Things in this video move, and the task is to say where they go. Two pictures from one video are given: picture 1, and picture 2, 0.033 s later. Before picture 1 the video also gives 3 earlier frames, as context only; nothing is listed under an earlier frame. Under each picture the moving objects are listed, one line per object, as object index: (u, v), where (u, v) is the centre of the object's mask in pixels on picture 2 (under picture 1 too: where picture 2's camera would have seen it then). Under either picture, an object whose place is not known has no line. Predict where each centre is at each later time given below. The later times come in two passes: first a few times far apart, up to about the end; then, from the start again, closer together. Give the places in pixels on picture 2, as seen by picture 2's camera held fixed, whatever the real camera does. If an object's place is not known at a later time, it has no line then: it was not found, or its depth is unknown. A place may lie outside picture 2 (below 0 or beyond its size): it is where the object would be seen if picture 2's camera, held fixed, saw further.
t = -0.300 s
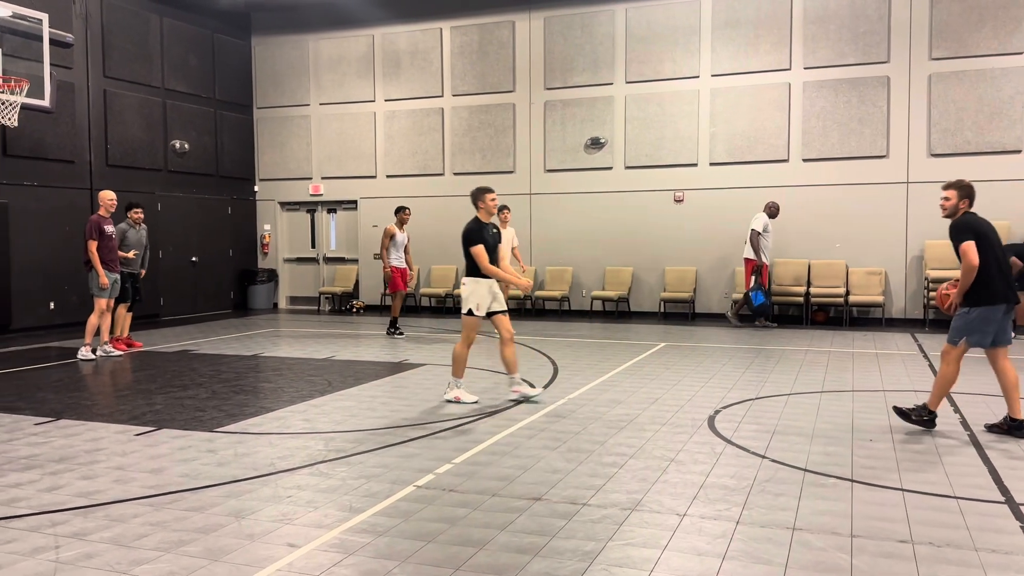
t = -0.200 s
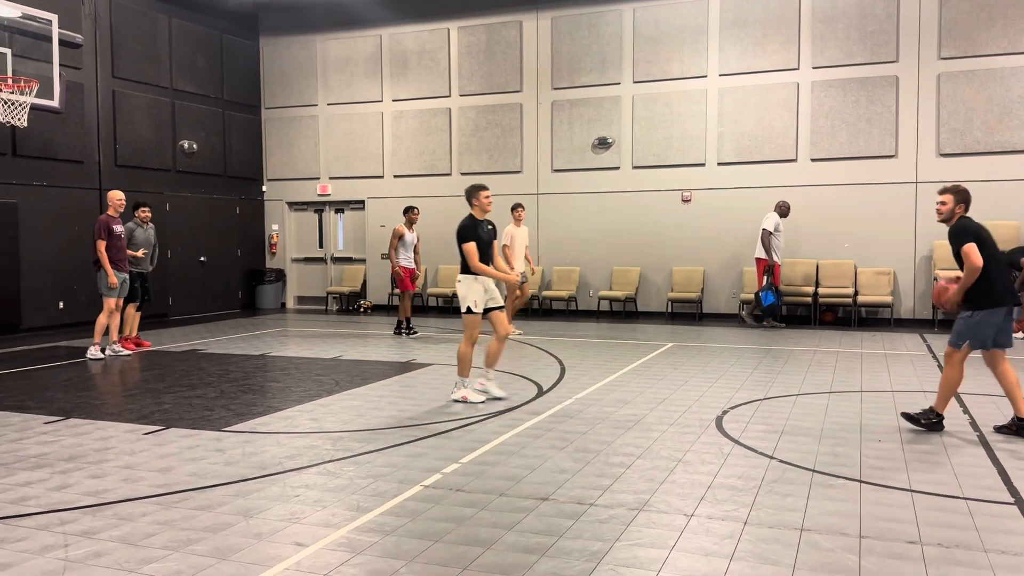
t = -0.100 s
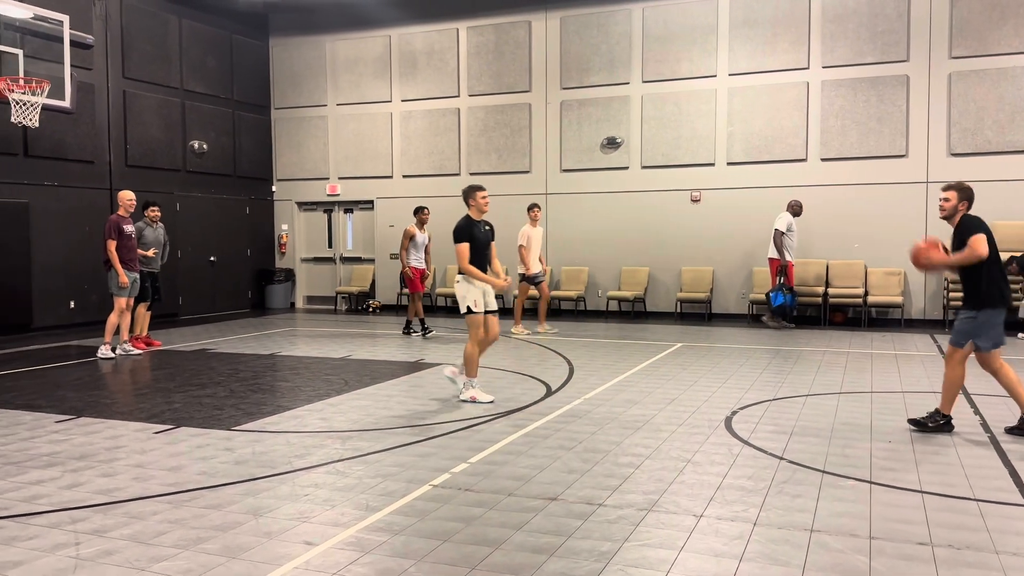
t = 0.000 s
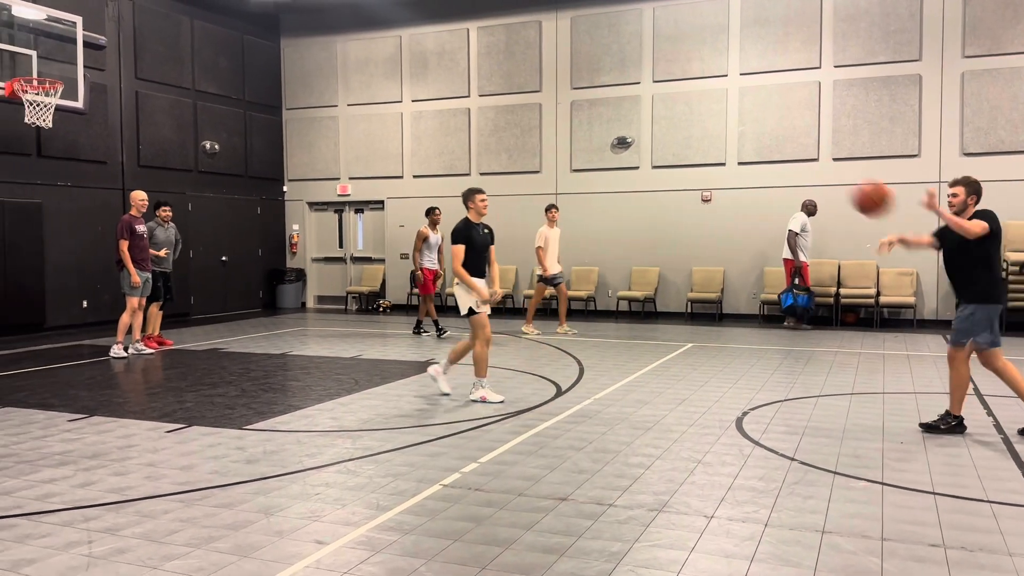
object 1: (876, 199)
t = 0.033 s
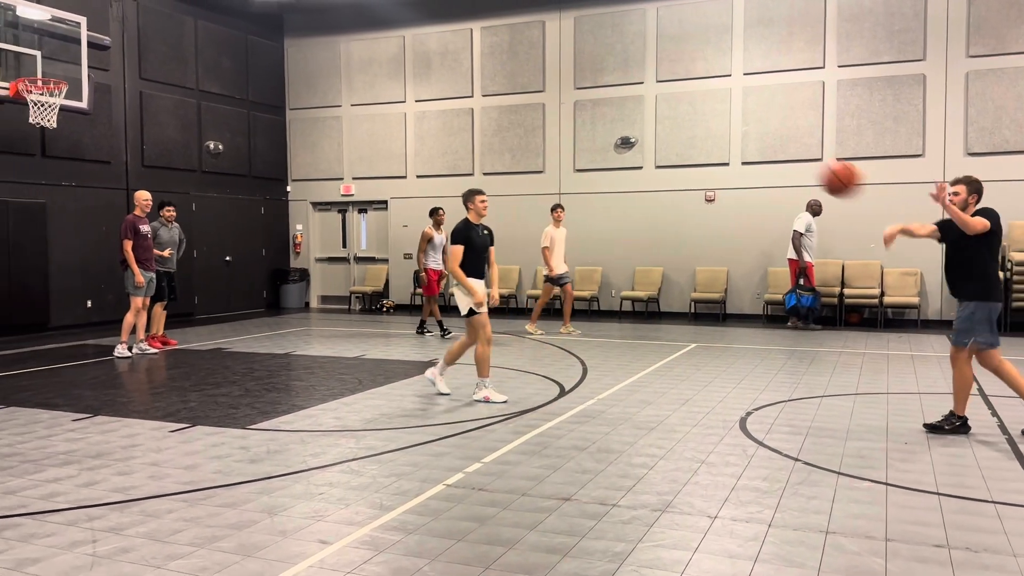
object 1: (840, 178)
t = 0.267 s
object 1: (550, 66)
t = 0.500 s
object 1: (155, 13)
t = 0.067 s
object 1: (804, 159)
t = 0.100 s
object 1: (765, 141)
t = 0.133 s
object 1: (725, 124)
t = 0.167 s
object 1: (684, 108)
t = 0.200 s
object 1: (643, 94)
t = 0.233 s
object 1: (597, 78)
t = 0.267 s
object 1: (550, 66)
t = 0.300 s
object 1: (507, 54)
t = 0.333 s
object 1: (451, 42)
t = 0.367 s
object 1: (396, 30)
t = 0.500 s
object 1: (155, 13)
